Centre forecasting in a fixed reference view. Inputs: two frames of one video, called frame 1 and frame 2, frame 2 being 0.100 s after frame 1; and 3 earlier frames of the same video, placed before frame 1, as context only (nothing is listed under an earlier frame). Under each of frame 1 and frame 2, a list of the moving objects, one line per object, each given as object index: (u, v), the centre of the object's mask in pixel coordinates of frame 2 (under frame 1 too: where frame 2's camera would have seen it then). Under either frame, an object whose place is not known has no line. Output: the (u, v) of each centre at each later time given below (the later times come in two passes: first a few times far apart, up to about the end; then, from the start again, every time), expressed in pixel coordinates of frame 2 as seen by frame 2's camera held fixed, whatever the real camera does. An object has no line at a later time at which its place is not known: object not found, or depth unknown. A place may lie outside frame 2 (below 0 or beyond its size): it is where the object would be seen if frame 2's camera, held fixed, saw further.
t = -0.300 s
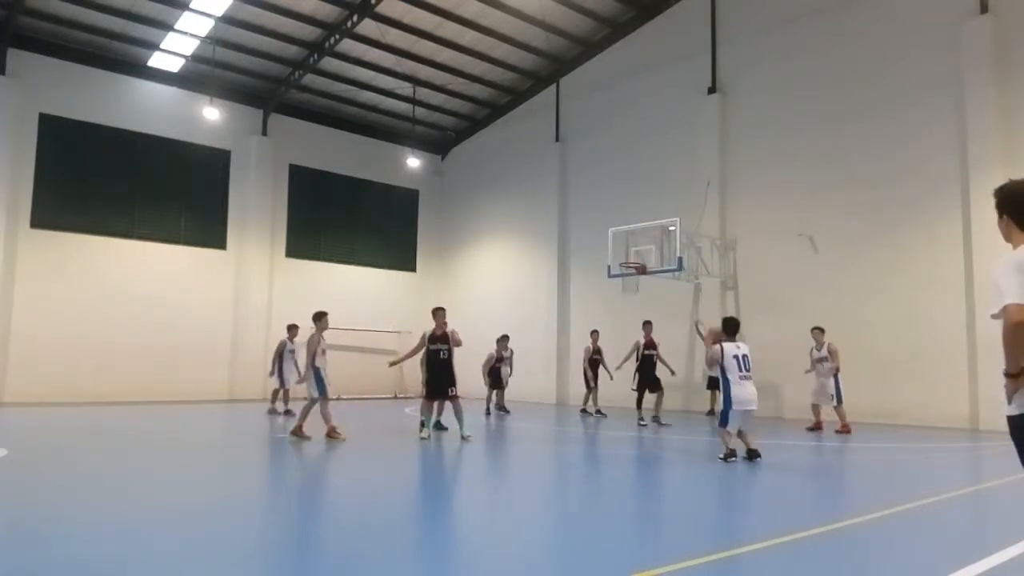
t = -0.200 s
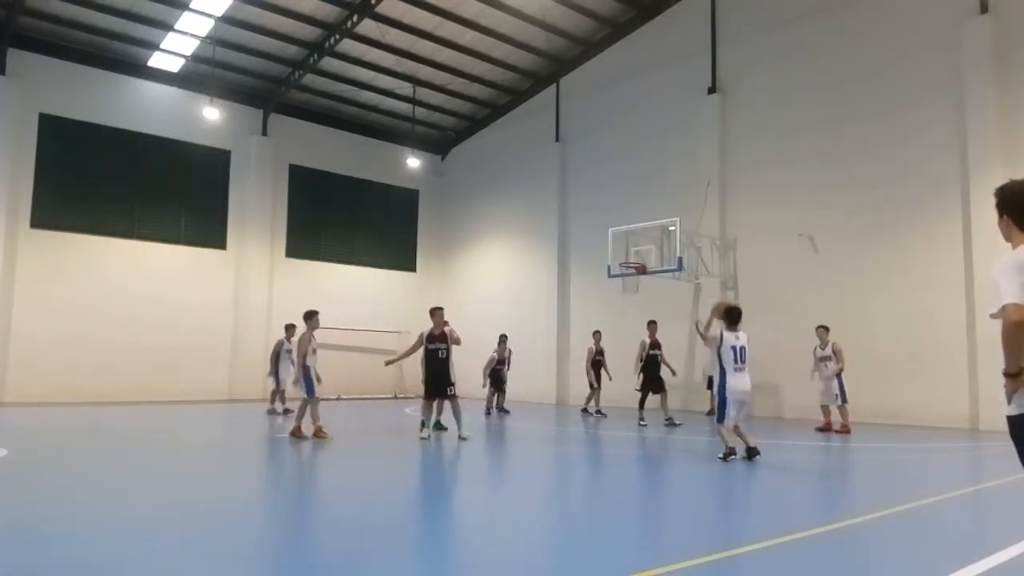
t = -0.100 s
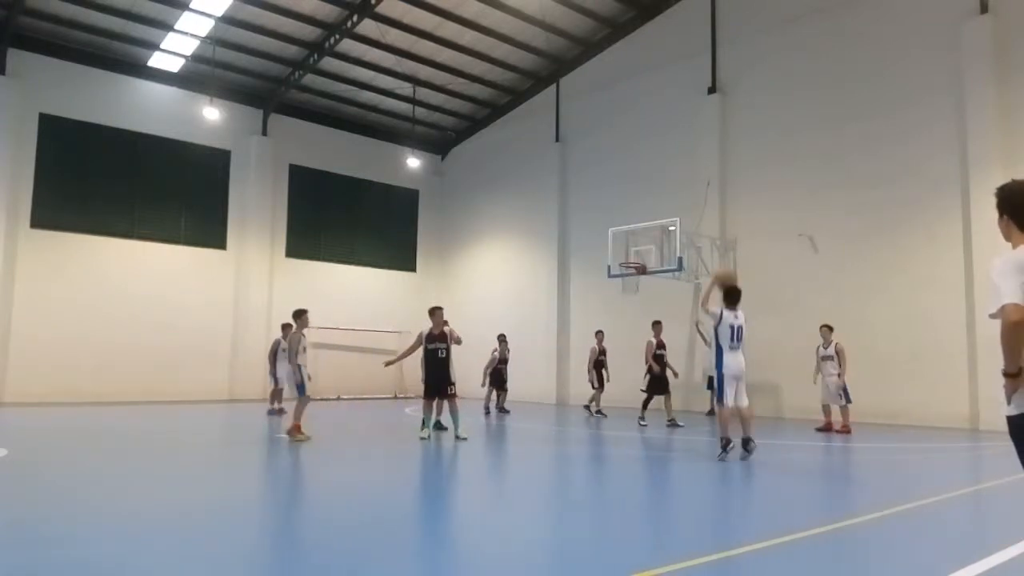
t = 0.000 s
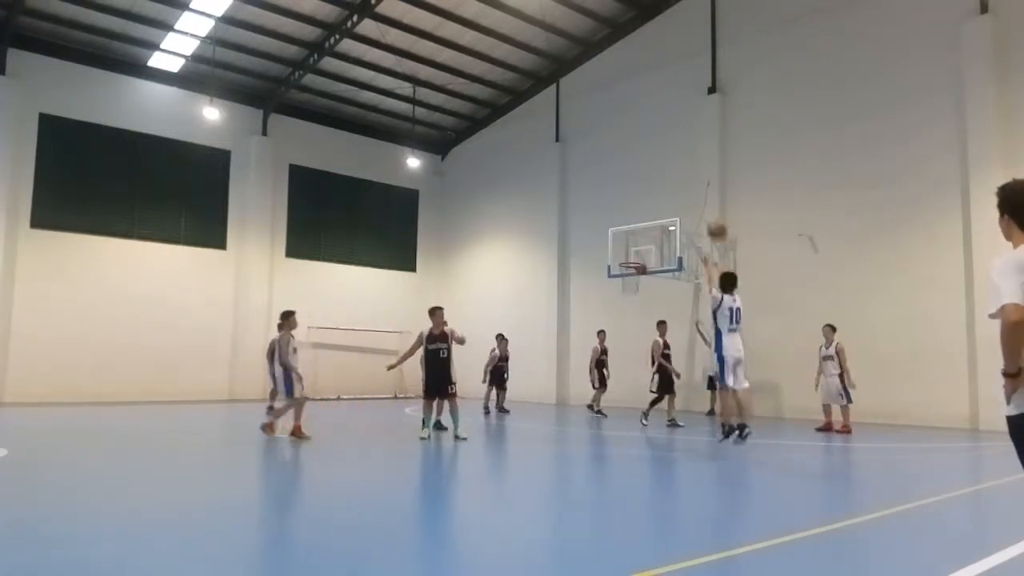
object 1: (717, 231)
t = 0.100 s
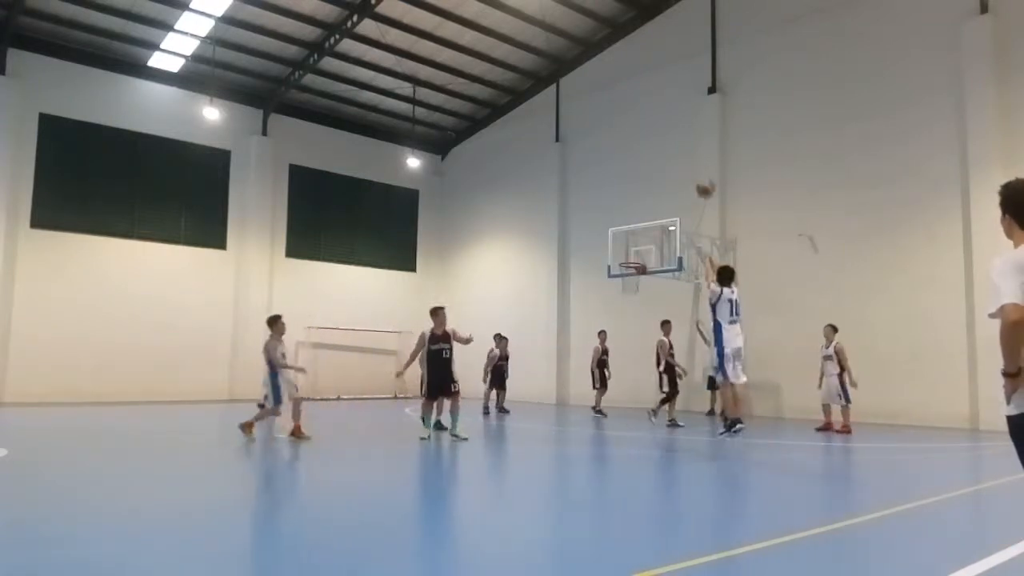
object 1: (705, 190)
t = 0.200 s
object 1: (695, 159)
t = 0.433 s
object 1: (676, 123)
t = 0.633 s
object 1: (663, 125)
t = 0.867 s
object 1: (650, 154)
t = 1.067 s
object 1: (640, 197)
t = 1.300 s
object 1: (630, 258)
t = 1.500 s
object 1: (630, 232)
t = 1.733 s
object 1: (629, 225)
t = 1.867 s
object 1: (629, 235)
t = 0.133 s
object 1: (701, 180)
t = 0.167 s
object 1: (698, 168)
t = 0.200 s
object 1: (695, 159)
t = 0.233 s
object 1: (692, 150)
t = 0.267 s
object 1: (689, 143)
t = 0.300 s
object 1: (687, 137)
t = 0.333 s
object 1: (684, 132)
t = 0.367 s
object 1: (681, 128)
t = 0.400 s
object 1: (679, 125)
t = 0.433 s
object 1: (676, 123)
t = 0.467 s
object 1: (673, 122)
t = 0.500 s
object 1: (672, 121)
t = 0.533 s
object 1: (669, 121)
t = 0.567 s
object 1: (667, 122)
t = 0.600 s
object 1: (666, 123)
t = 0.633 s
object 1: (663, 125)
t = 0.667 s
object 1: (661, 127)
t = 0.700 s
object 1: (659, 130)
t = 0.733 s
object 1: (657, 135)
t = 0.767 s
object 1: (655, 139)
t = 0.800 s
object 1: (653, 143)
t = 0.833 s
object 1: (652, 148)
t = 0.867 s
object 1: (650, 154)
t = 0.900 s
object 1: (648, 160)
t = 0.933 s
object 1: (646, 167)
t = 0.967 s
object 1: (644, 174)
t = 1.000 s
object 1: (643, 181)
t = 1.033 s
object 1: (641, 189)
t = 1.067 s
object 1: (640, 197)
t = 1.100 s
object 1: (638, 204)
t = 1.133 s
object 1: (637, 214)
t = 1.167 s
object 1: (635, 223)
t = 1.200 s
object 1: (634, 233)
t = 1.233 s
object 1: (632, 242)
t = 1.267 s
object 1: (631, 252)
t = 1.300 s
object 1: (630, 258)
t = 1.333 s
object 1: (630, 253)
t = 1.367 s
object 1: (630, 248)
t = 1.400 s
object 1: (630, 244)
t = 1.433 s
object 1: (630, 239)
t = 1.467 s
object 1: (630, 236)
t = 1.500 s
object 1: (630, 232)
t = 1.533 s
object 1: (630, 230)
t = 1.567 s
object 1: (630, 228)
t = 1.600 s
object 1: (629, 226)
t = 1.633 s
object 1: (630, 225)
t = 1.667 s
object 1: (629, 225)
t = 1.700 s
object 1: (629, 225)
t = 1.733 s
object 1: (629, 225)
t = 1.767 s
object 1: (629, 226)
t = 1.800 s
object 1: (629, 228)
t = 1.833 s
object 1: (629, 231)
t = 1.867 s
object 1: (629, 235)
